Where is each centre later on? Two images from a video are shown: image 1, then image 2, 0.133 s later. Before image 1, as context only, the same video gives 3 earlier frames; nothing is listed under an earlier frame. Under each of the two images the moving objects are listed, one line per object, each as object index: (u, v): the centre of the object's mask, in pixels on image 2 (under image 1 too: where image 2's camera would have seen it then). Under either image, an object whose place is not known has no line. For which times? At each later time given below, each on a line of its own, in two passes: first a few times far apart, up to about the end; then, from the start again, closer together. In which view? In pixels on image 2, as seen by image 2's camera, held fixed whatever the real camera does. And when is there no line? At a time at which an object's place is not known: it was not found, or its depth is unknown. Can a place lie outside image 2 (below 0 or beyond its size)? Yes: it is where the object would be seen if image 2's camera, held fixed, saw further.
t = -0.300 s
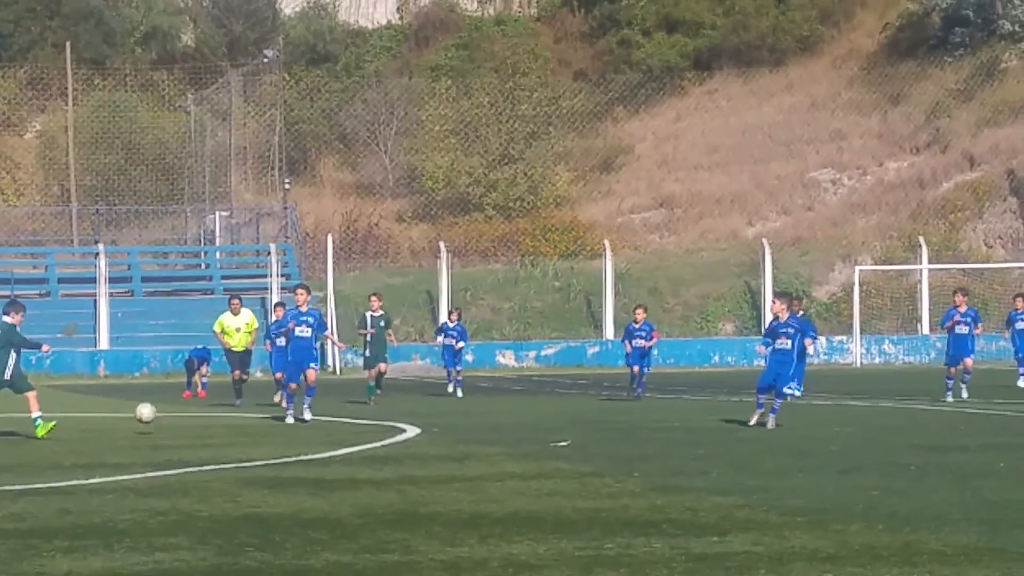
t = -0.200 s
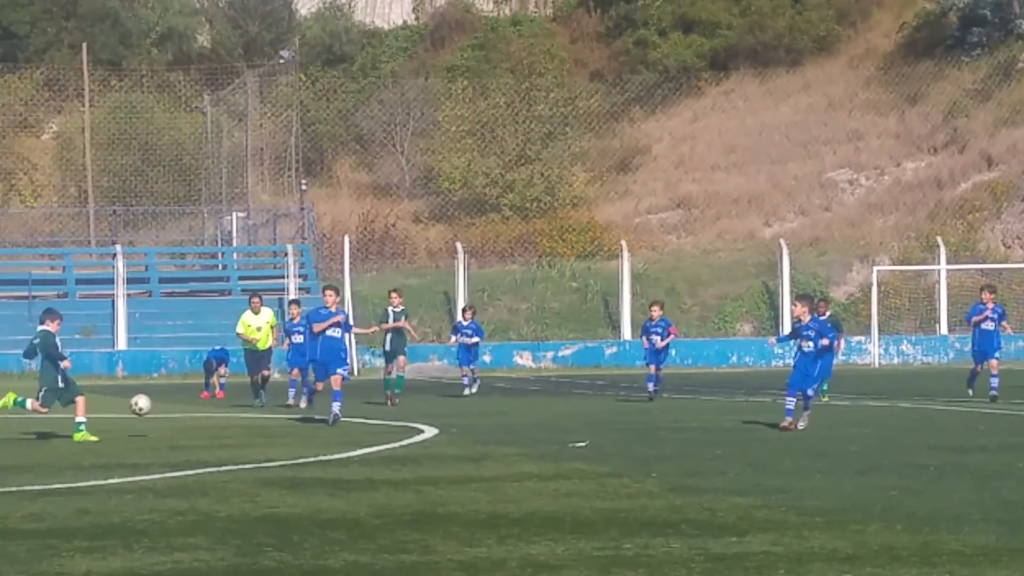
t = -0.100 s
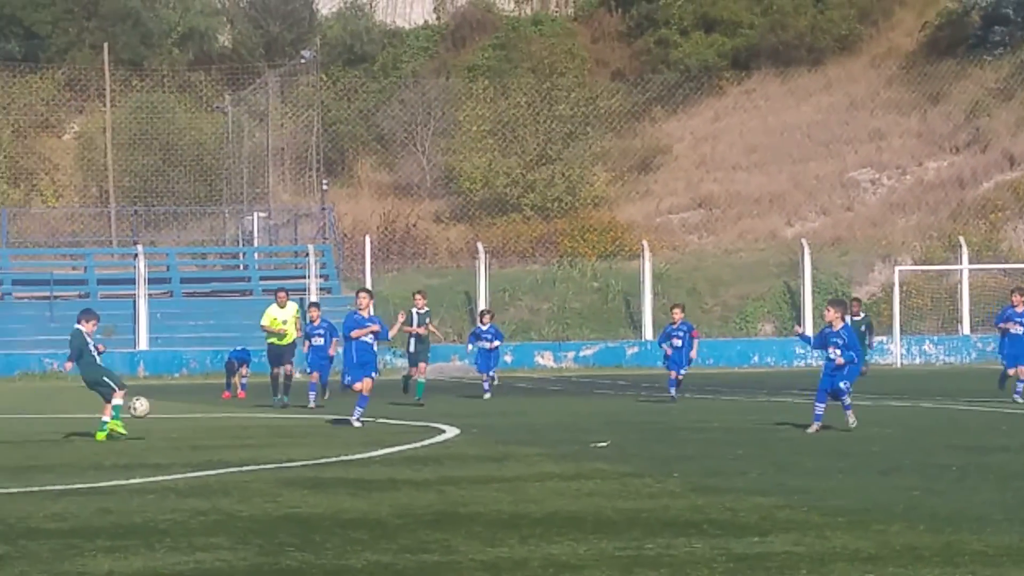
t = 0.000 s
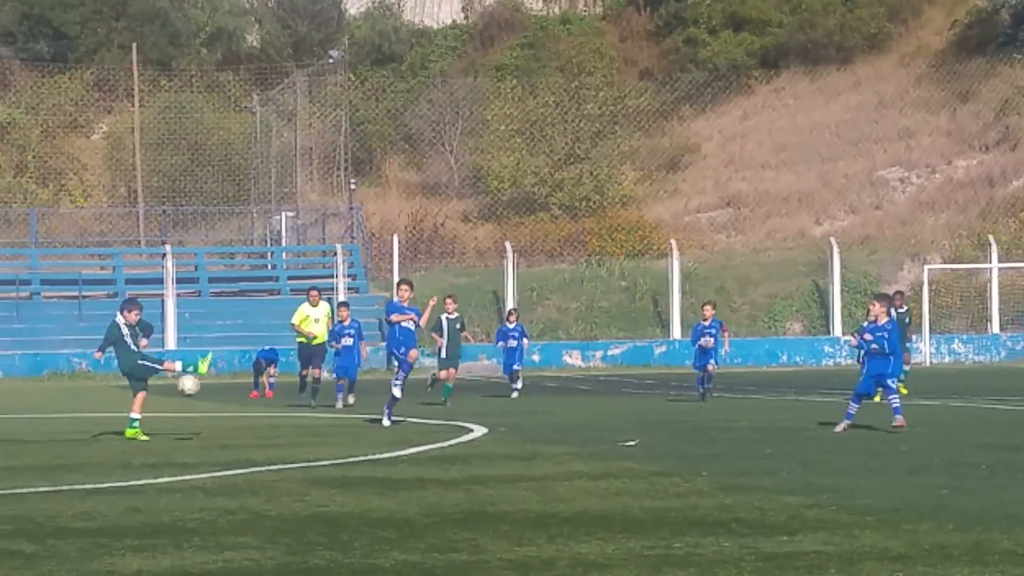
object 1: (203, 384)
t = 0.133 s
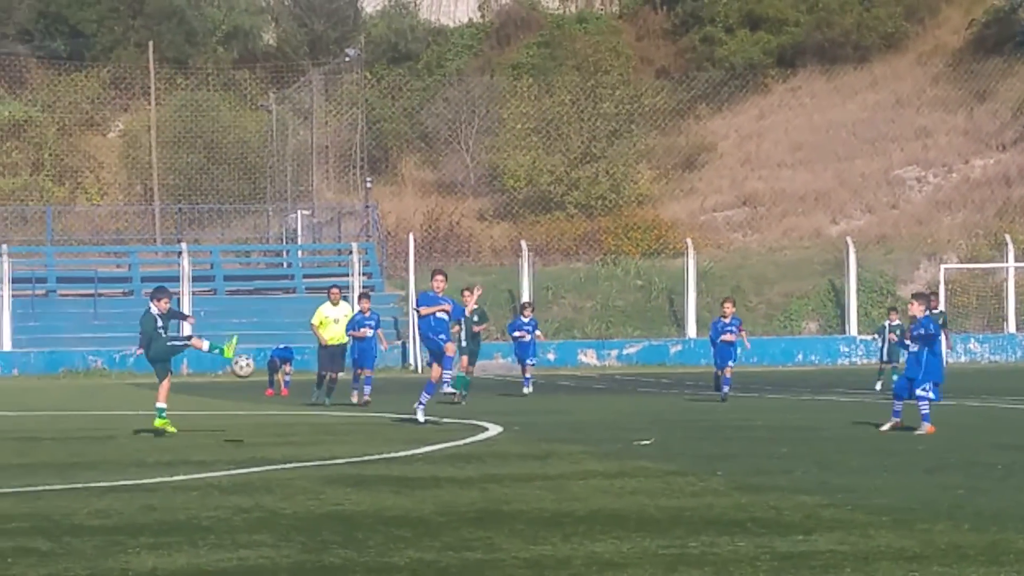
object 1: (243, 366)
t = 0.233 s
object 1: (275, 366)
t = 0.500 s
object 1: (358, 436)
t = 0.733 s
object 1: (366, 420)
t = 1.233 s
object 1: (346, 464)
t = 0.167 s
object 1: (254, 364)
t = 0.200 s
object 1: (263, 366)
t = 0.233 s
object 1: (275, 366)
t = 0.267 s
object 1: (285, 369)
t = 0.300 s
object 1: (295, 374)
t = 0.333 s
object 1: (304, 380)
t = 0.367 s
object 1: (316, 388)
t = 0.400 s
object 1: (326, 399)
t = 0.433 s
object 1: (337, 409)
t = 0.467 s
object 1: (348, 421)
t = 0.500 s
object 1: (358, 436)
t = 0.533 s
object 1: (370, 453)
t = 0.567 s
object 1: (372, 450)
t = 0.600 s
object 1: (372, 442)
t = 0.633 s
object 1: (370, 433)
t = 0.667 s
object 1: (368, 428)
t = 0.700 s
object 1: (368, 423)
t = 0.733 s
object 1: (366, 420)
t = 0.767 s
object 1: (364, 418)
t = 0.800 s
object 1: (362, 418)
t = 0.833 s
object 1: (360, 419)
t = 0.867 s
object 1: (358, 423)
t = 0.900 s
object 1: (357, 428)
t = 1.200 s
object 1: (346, 466)
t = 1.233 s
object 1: (346, 464)
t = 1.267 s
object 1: (346, 462)
